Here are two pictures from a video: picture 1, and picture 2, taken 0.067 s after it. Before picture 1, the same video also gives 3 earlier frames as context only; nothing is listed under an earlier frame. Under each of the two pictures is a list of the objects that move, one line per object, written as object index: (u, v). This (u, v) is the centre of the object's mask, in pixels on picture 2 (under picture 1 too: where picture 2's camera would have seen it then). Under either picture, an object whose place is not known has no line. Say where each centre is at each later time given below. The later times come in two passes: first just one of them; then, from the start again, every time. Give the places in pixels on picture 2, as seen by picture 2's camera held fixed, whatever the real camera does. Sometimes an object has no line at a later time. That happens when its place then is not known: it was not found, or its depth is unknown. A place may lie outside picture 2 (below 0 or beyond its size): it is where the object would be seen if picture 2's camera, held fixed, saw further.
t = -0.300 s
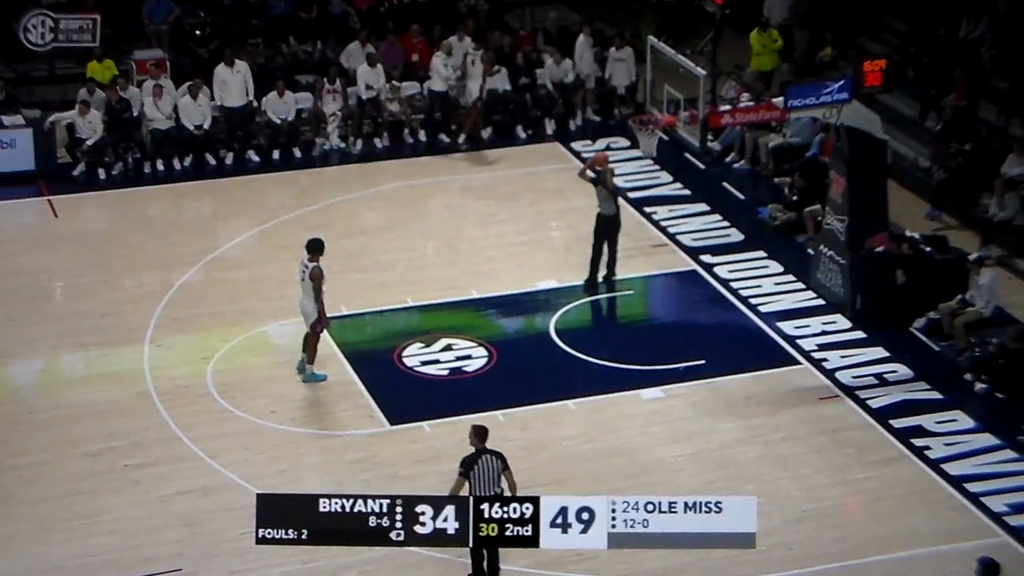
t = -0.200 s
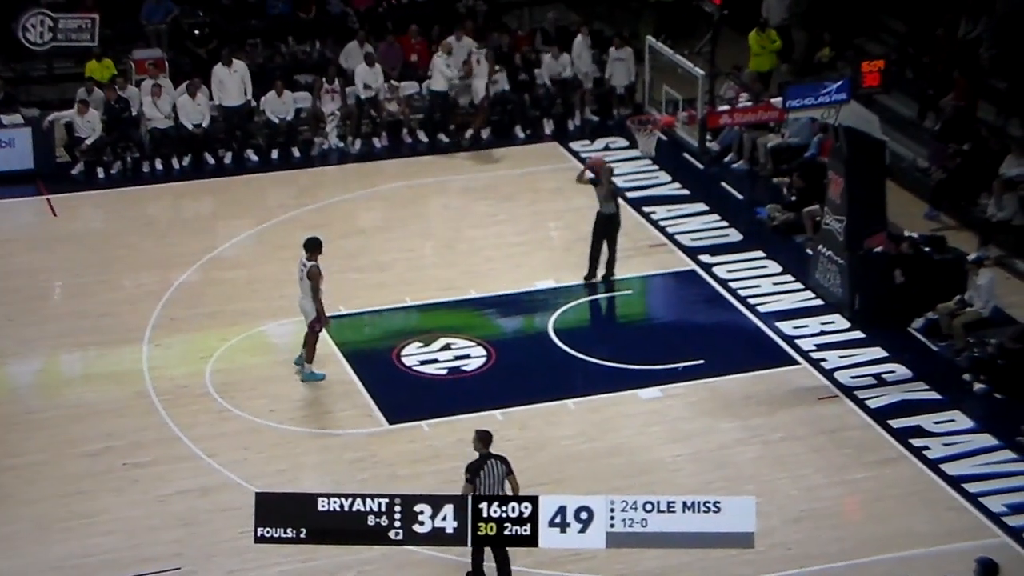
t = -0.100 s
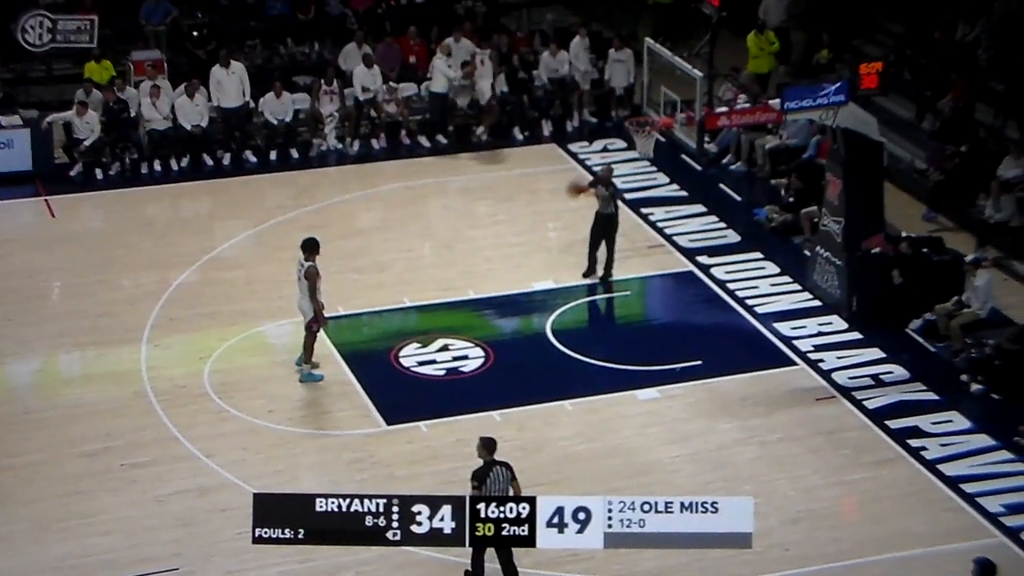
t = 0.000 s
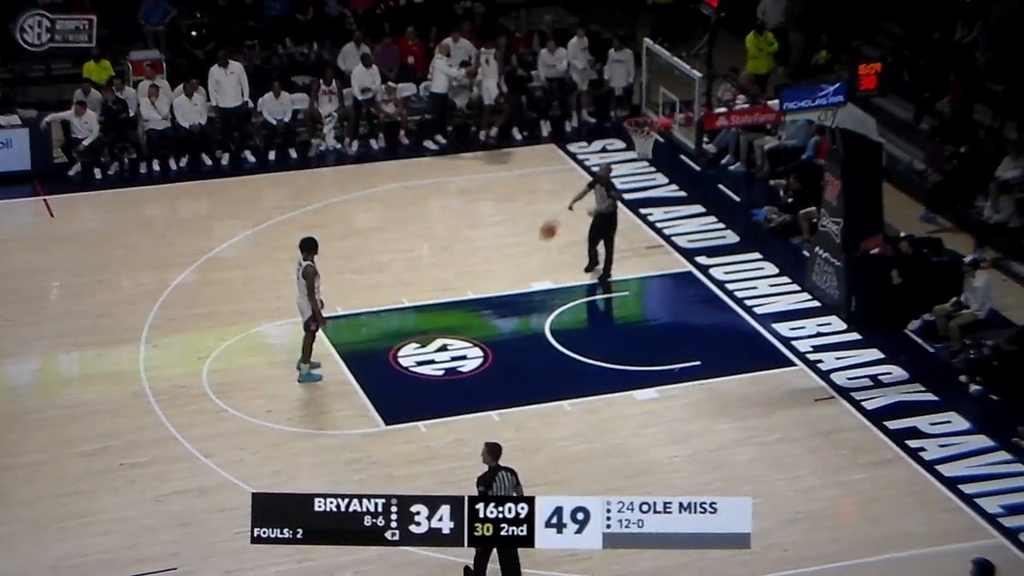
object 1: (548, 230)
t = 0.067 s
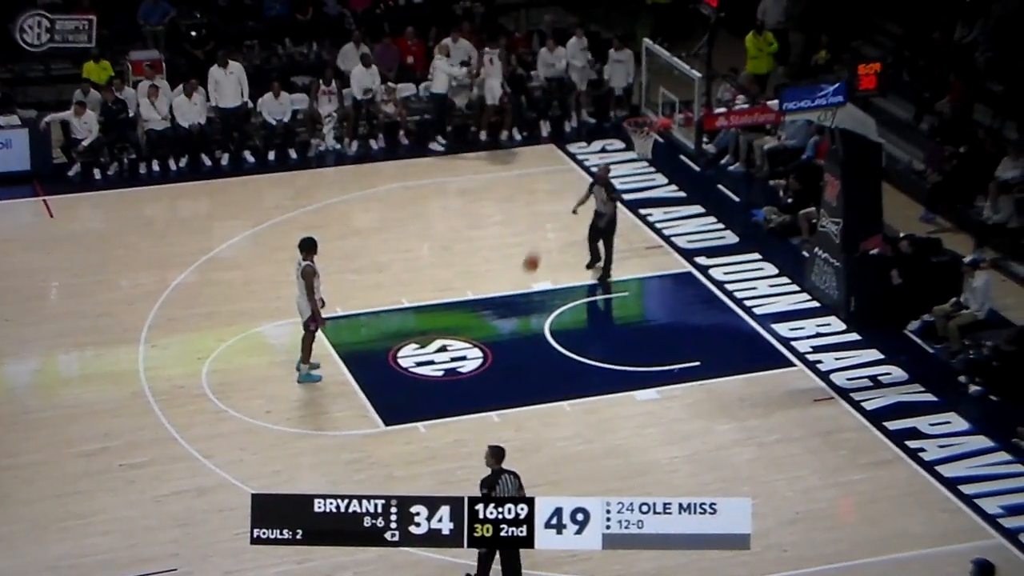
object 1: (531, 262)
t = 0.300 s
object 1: (471, 272)
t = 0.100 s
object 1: (523, 278)
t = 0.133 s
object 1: (515, 296)
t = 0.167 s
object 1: (507, 302)
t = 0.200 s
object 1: (497, 292)
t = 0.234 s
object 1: (488, 285)
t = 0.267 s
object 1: (479, 278)
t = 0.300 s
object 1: (471, 272)
